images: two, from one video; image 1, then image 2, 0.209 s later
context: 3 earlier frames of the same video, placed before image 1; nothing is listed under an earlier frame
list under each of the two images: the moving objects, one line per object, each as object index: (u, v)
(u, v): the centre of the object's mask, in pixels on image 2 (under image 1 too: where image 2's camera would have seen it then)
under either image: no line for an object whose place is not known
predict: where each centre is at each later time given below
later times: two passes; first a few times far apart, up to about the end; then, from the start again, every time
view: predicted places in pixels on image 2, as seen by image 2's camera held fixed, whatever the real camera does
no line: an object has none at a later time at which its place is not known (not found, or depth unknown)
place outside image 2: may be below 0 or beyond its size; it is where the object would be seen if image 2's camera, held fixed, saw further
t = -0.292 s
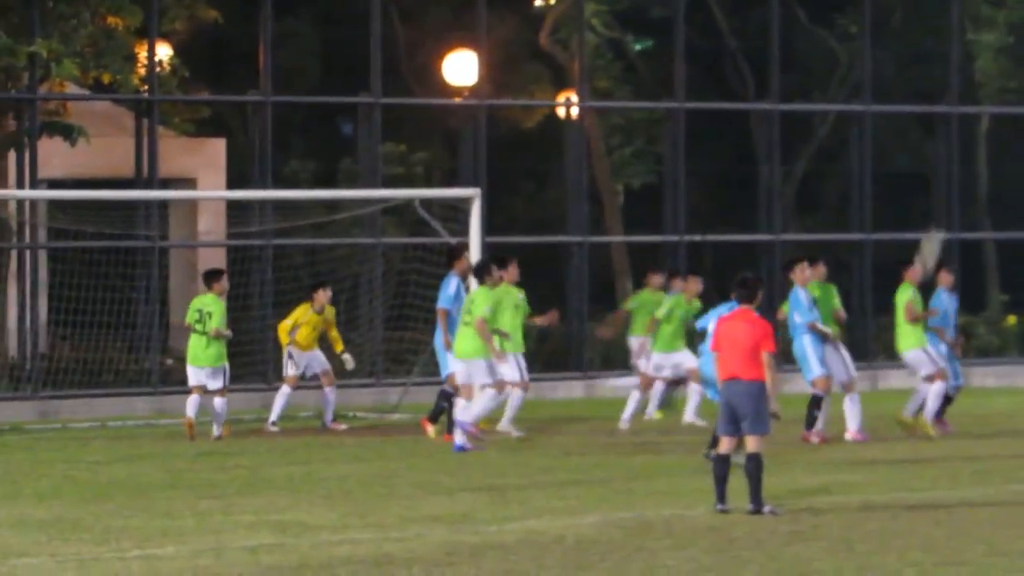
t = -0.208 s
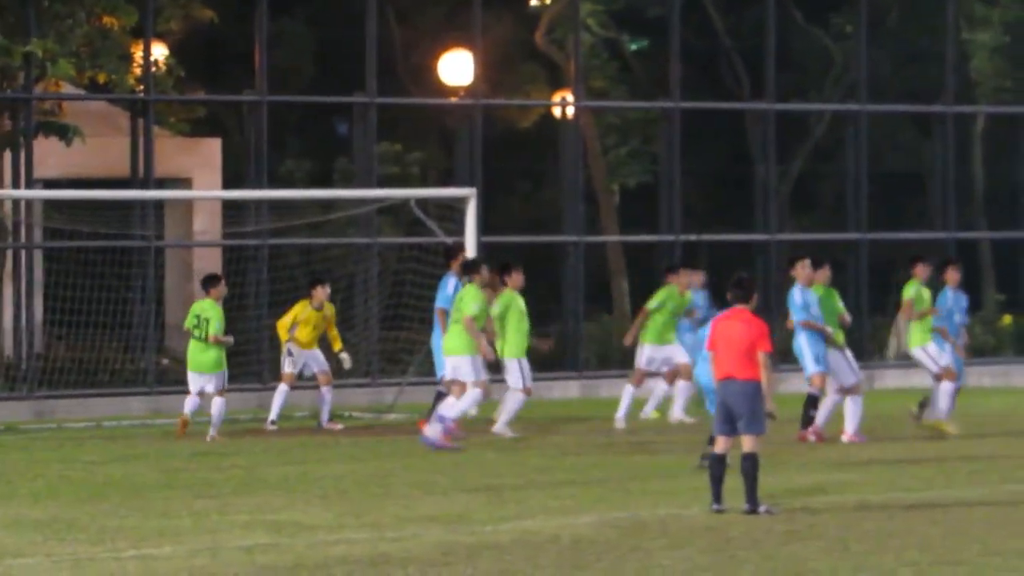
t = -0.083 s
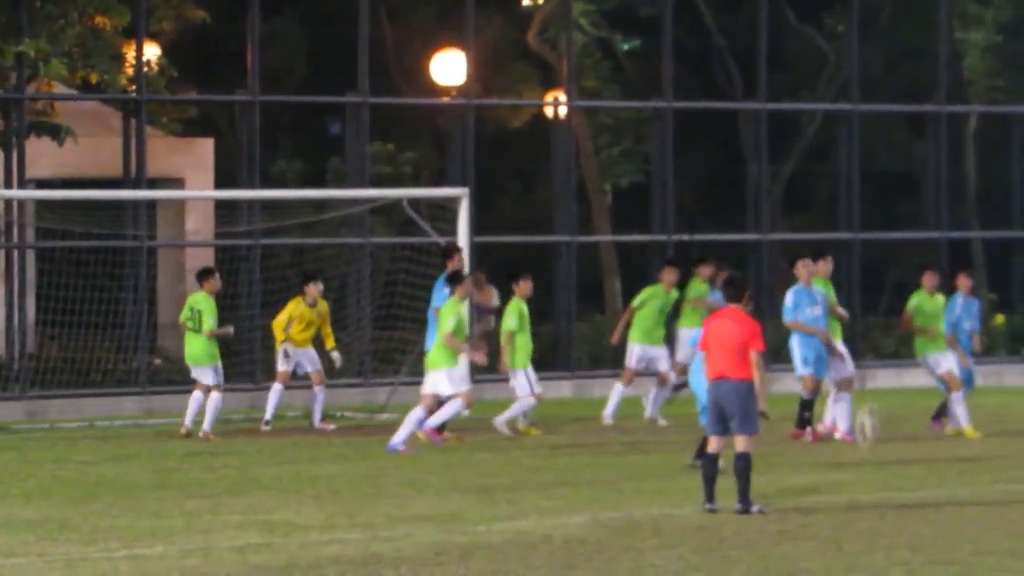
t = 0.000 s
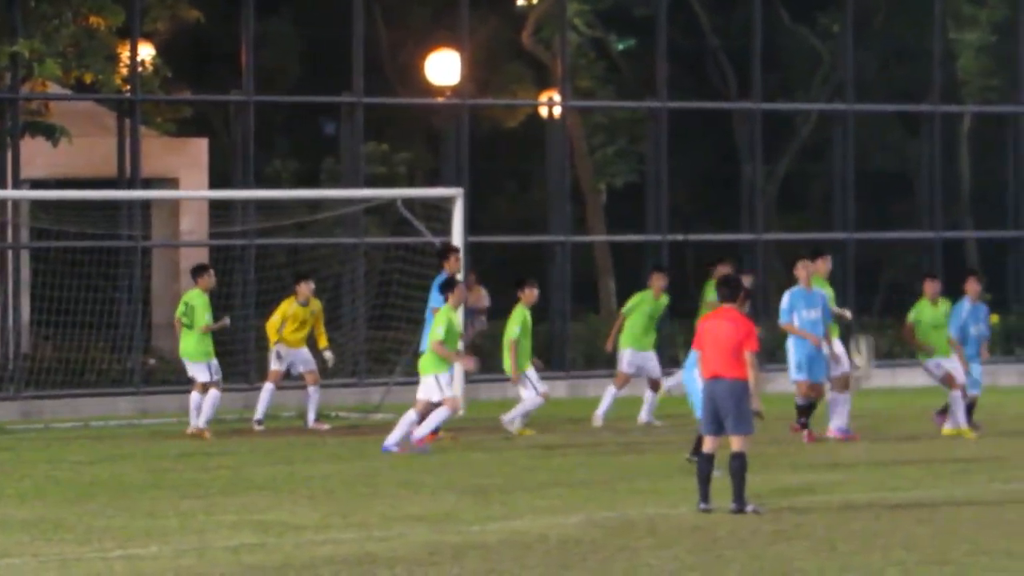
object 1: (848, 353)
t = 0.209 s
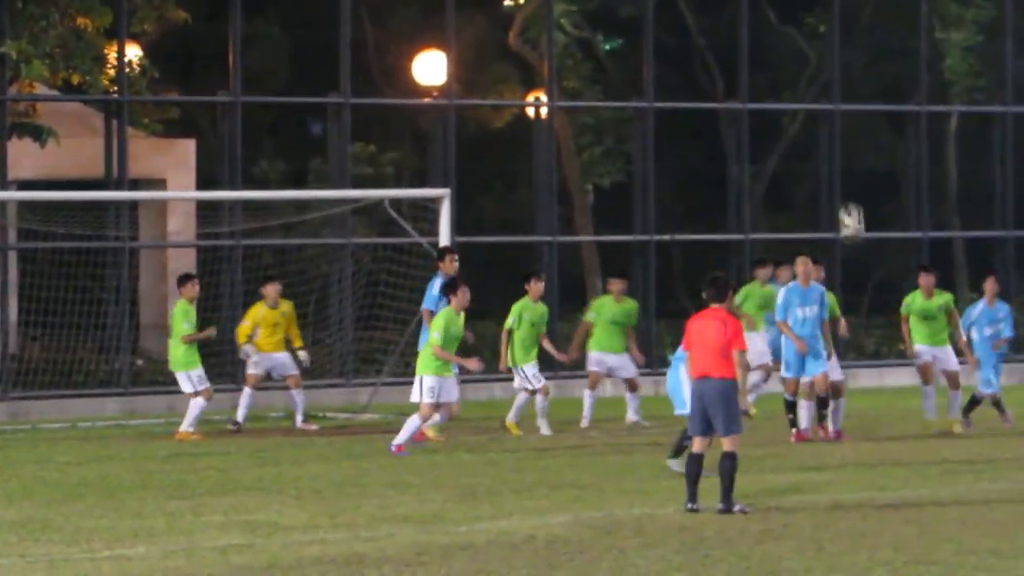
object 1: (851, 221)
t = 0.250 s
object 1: (852, 202)
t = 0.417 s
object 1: (856, 137)
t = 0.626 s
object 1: (861, 102)
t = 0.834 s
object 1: (867, 119)
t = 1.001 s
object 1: (873, 172)
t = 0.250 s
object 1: (852, 202)
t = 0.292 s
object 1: (853, 182)
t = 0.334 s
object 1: (854, 166)
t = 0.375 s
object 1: (855, 150)
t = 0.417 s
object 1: (856, 137)
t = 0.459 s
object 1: (857, 126)
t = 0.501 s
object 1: (858, 118)
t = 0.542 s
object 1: (859, 110)
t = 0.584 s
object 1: (860, 105)
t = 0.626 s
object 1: (861, 102)
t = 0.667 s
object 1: (862, 101)
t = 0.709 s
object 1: (864, 103)
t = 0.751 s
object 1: (865, 106)
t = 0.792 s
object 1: (866, 112)
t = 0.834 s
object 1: (867, 119)
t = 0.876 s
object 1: (868, 129)
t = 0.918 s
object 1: (870, 141)
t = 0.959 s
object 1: (871, 155)
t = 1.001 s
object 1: (873, 172)
